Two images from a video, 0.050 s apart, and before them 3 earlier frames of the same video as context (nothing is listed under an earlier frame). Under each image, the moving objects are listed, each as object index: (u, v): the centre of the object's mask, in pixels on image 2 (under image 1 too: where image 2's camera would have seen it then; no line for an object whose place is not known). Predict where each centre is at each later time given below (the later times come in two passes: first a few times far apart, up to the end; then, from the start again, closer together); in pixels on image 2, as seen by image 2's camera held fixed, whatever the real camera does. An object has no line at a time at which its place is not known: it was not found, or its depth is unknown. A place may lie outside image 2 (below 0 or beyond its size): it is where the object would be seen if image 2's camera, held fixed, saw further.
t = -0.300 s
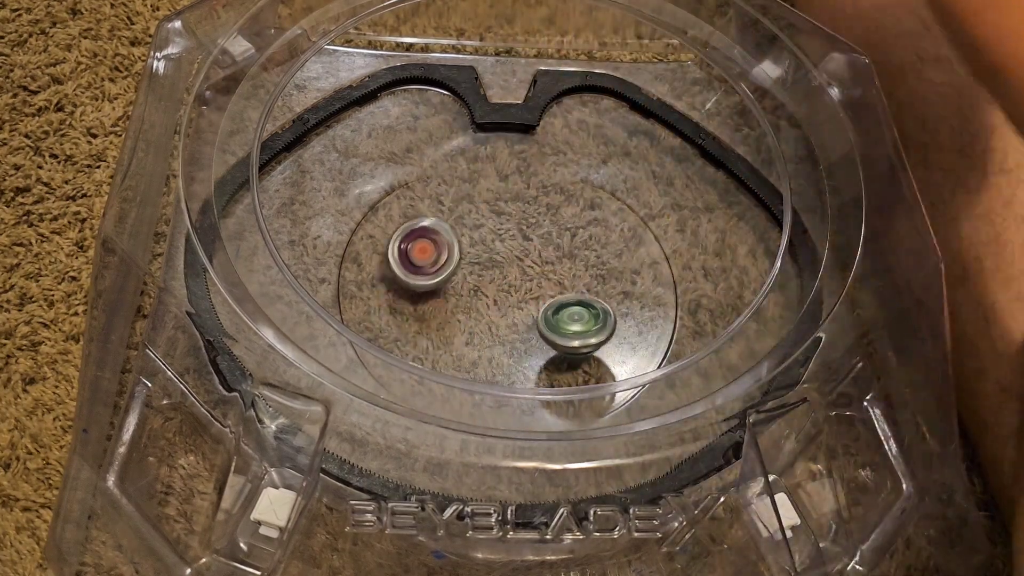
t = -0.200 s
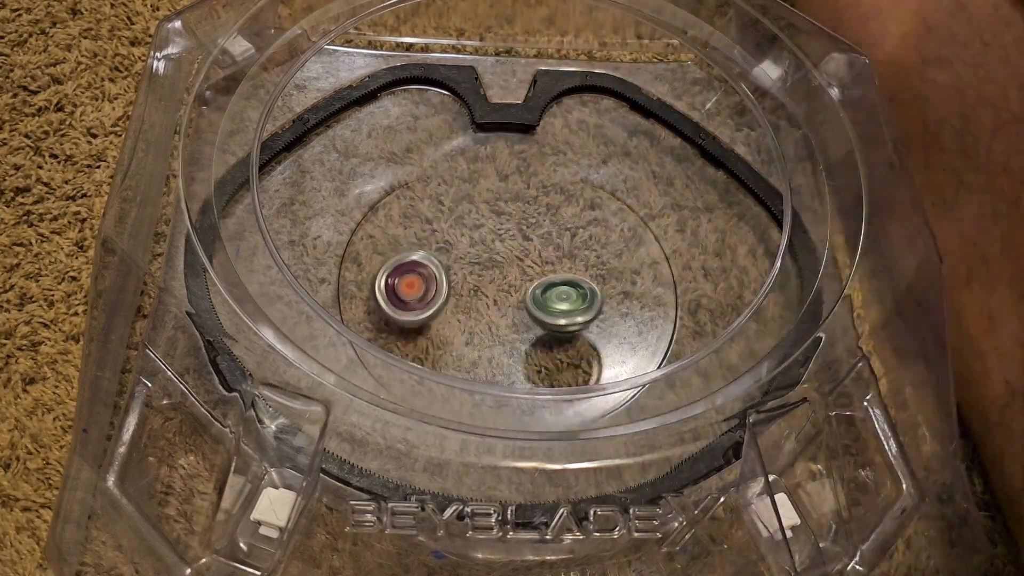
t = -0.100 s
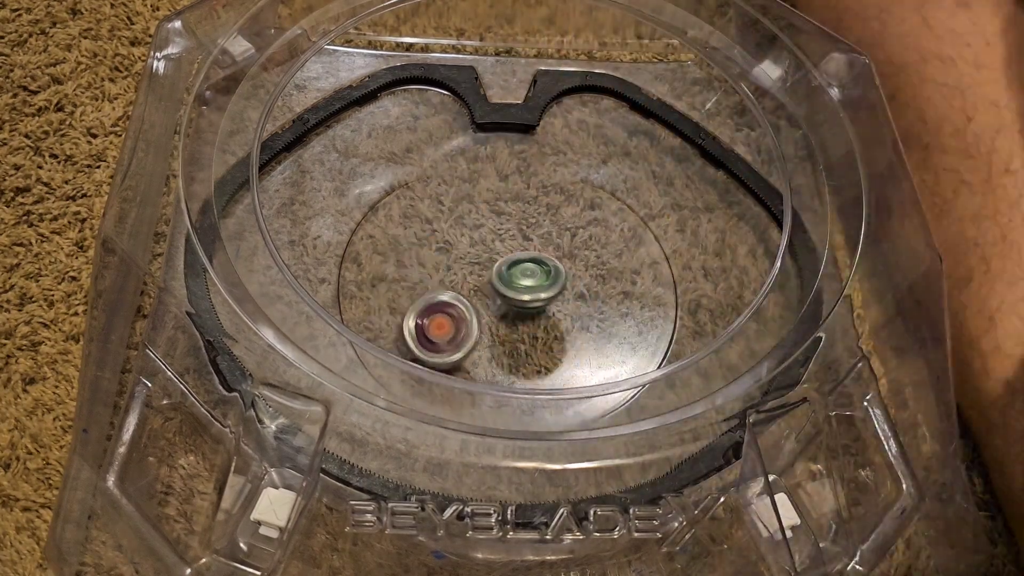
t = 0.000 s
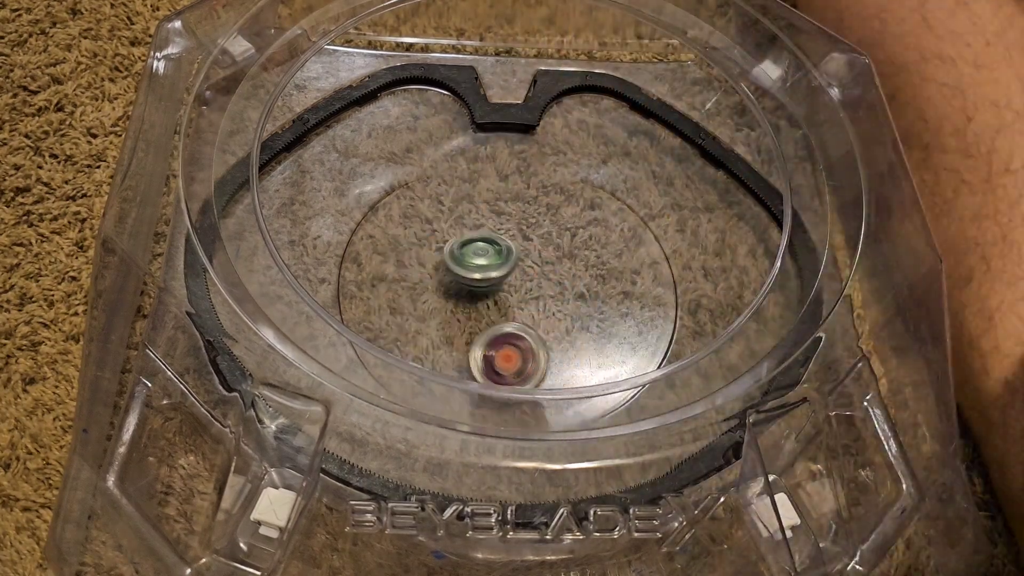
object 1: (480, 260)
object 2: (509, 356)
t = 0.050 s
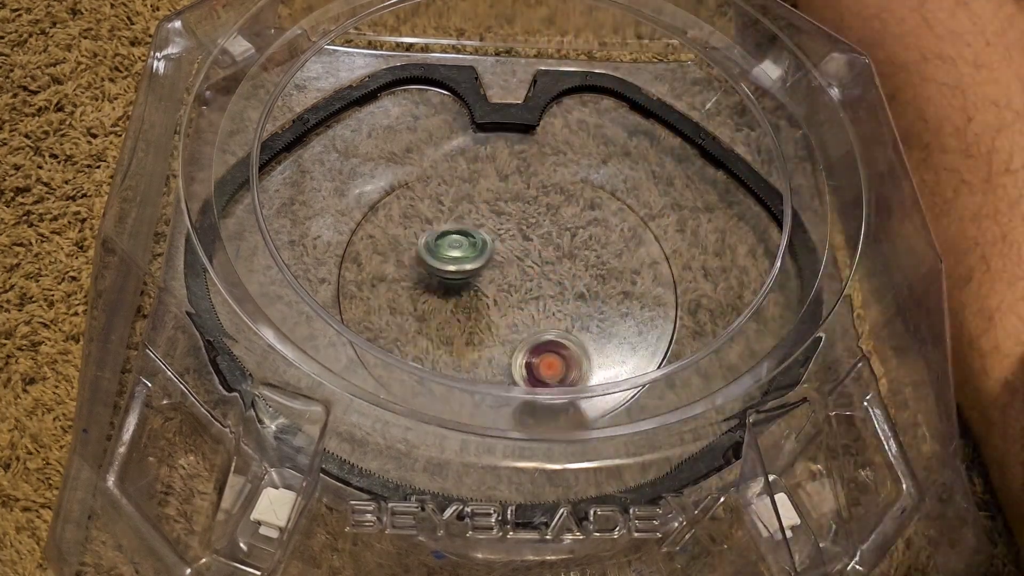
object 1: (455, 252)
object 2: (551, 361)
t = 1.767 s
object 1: (460, 346)
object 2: (554, 294)
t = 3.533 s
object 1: (510, 247)
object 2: (346, 258)
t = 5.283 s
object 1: (500, 179)
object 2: (602, 366)
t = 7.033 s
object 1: (639, 253)
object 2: (486, 404)
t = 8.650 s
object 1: (484, 351)
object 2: (693, 137)
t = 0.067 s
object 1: (447, 250)
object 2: (565, 362)
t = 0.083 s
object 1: (439, 248)
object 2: (580, 362)
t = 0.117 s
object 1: (424, 247)
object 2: (609, 358)
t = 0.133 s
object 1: (417, 246)
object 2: (623, 356)
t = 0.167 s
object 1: (405, 245)
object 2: (648, 347)
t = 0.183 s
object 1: (399, 246)
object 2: (658, 340)
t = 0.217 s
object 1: (390, 249)
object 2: (674, 332)
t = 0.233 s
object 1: (387, 251)
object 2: (683, 325)
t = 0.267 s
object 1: (381, 256)
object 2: (697, 316)
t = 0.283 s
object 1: (379, 260)
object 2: (706, 308)
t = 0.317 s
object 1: (378, 267)
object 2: (719, 298)
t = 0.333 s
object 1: (379, 272)
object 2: (726, 292)
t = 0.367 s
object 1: (381, 281)
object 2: (739, 280)
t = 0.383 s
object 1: (384, 286)
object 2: (750, 278)
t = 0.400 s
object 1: (388, 292)
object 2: (758, 273)
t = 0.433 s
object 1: (396, 302)
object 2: (774, 265)
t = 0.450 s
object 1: (402, 309)
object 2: (781, 262)
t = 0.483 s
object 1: (413, 321)
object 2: (791, 254)
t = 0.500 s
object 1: (421, 325)
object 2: (789, 247)
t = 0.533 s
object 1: (436, 336)
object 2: (776, 239)
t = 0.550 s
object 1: (443, 339)
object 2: (770, 233)
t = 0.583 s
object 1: (458, 346)
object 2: (756, 224)
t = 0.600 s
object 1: (467, 348)
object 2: (751, 221)
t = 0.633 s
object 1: (482, 352)
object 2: (742, 214)
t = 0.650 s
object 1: (490, 352)
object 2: (735, 211)
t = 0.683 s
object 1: (504, 352)
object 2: (724, 208)
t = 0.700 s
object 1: (510, 350)
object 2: (718, 206)
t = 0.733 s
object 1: (521, 344)
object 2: (706, 206)
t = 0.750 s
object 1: (528, 339)
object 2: (701, 206)
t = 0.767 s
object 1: (532, 336)
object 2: (696, 207)
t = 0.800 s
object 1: (540, 324)
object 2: (685, 210)
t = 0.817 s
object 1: (542, 319)
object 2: (681, 212)
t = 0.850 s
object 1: (546, 305)
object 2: (671, 218)
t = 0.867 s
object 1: (547, 298)
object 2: (666, 221)
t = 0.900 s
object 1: (548, 282)
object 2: (654, 231)
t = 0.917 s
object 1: (548, 273)
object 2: (648, 238)
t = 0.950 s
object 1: (544, 257)
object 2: (634, 250)
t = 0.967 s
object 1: (541, 250)
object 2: (626, 257)
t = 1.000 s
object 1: (534, 234)
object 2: (609, 272)
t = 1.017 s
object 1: (531, 227)
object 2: (601, 279)
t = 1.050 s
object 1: (521, 212)
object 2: (582, 293)
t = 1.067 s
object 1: (517, 205)
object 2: (573, 301)
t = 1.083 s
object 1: (511, 199)
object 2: (563, 309)
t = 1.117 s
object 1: (500, 187)
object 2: (545, 323)
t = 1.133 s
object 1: (494, 182)
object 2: (535, 330)
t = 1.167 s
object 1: (481, 174)
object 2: (517, 344)
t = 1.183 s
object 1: (475, 172)
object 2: (507, 350)
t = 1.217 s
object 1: (462, 168)
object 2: (492, 356)
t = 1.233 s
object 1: (456, 168)
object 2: (486, 359)
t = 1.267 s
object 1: (443, 169)
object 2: (474, 362)
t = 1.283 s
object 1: (437, 170)
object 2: (467, 371)
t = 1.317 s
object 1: (423, 175)
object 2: (457, 376)
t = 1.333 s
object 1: (417, 179)
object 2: (453, 379)
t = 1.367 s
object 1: (406, 189)
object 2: (450, 379)
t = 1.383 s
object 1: (400, 195)
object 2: (449, 378)
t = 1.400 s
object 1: (395, 201)
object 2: (449, 379)
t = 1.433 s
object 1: (388, 217)
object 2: (450, 378)
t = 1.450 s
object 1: (384, 225)
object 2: (451, 379)
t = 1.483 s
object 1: (379, 243)
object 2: (458, 376)
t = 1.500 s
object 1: (377, 253)
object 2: (462, 372)
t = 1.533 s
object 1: (376, 271)
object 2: (472, 360)
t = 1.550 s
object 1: (377, 281)
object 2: (477, 359)
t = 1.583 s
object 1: (380, 299)
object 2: (487, 355)
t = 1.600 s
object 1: (383, 308)
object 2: (492, 351)
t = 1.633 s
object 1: (392, 321)
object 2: (505, 341)
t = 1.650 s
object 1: (398, 326)
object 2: (512, 336)
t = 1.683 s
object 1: (413, 335)
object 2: (524, 324)
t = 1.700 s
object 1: (420, 339)
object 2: (531, 318)
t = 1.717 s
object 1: (429, 342)
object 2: (537, 312)
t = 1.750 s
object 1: (449, 346)
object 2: (549, 300)
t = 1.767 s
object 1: (460, 346)
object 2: (554, 294)
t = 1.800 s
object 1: (484, 344)
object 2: (562, 283)
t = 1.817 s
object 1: (496, 340)
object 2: (566, 277)
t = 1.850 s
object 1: (520, 330)
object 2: (571, 268)
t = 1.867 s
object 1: (532, 324)
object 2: (573, 262)
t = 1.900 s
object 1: (551, 312)
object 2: (576, 252)
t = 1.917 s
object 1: (554, 317)
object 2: (579, 239)
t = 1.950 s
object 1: (560, 323)
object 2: (592, 209)
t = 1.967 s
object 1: (562, 325)
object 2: (595, 196)
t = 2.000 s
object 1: (566, 327)
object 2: (600, 173)
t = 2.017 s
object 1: (567, 327)
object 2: (600, 161)
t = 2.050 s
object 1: (568, 324)
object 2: (598, 146)
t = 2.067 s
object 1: (569, 322)
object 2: (594, 140)
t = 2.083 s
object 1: (569, 319)
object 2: (591, 133)
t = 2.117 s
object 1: (567, 312)
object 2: (582, 122)
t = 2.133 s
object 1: (567, 306)
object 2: (577, 120)
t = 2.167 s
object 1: (564, 296)
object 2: (566, 115)
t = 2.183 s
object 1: (562, 289)
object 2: (560, 114)
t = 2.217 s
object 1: (557, 275)
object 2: (547, 113)
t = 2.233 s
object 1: (555, 268)
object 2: (540, 115)
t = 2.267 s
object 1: (548, 253)
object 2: (525, 120)
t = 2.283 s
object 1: (545, 246)
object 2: (517, 125)
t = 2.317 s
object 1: (537, 229)
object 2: (499, 137)
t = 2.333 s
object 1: (533, 221)
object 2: (490, 145)
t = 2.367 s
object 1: (524, 206)
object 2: (470, 163)
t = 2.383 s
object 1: (526, 207)
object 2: (453, 162)
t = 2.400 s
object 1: (529, 211)
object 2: (436, 163)
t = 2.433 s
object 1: (534, 218)
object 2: (401, 169)
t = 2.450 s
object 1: (535, 221)
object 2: (384, 172)
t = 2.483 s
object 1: (537, 229)
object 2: (359, 183)
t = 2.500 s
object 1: (538, 233)
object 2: (349, 190)
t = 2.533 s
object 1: (539, 241)
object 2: (326, 211)
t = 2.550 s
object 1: (539, 245)
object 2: (314, 222)
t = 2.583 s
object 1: (539, 252)
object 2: (298, 242)
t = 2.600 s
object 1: (538, 255)
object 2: (279, 253)
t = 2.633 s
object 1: (537, 261)
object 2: (249, 278)
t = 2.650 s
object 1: (536, 264)
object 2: (237, 291)
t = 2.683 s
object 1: (536, 268)
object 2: (247, 312)
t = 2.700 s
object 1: (535, 270)
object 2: (290, 320)
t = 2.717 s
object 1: (534, 272)
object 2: (319, 337)
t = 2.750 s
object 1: (533, 274)
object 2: (381, 366)
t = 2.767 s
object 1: (532, 275)
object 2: (412, 386)
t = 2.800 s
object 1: (531, 276)
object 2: (479, 404)
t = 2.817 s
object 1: (530, 276)
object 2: (515, 423)
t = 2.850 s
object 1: (529, 277)
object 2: (577, 441)
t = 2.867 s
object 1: (529, 276)
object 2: (610, 450)
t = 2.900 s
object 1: (529, 274)
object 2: (658, 433)
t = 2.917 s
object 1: (529, 273)
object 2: (676, 421)
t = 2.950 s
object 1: (530, 270)
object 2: (715, 390)
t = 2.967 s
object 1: (531, 269)
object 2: (730, 374)
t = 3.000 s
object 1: (534, 265)
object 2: (758, 345)
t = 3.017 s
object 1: (535, 263)
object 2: (760, 324)
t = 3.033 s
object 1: (537, 261)
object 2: (768, 310)
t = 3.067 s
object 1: (540, 256)
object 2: (782, 279)
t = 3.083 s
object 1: (542, 253)
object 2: (786, 265)
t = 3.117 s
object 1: (545, 248)
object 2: (792, 237)
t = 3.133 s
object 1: (547, 245)
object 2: (793, 223)
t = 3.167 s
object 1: (549, 240)
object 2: (771, 195)
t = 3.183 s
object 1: (549, 238)
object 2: (754, 182)
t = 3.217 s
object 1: (551, 232)
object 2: (724, 156)
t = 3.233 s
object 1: (550, 230)
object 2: (707, 144)
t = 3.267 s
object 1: (549, 227)
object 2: (672, 121)
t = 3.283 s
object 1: (547, 226)
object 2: (653, 110)
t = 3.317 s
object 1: (544, 224)
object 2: (617, 91)
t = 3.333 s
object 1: (542, 223)
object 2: (598, 80)
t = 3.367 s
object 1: (536, 224)
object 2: (557, 76)
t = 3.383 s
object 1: (533, 224)
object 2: (539, 86)
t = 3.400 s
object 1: (530, 225)
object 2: (519, 99)
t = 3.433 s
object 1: (523, 229)
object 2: (475, 133)
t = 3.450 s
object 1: (520, 232)
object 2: (453, 156)
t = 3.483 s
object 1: (515, 237)
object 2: (408, 204)
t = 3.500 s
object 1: (513, 240)
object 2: (387, 217)
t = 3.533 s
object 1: (510, 247)
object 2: (346, 258)
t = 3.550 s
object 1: (508, 251)
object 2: (338, 275)
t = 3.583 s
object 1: (507, 261)
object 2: (326, 311)
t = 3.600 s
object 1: (507, 264)
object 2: (327, 335)
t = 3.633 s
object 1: (508, 274)
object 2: (303, 397)
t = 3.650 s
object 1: (510, 277)
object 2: (318, 400)
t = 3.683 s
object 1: (513, 286)
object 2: (362, 406)
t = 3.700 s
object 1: (516, 291)
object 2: (378, 412)
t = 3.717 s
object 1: (519, 295)
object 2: (399, 422)
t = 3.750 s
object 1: (526, 300)
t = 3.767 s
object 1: (529, 304)
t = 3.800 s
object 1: (537, 308)
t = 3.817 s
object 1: (542, 310)
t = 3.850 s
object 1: (551, 310)
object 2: (548, 406)
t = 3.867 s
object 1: (555, 310)
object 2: (565, 402)
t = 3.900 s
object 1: (565, 309)
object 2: (590, 385)
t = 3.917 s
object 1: (569, 308)
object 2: (598, 368)
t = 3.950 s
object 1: (576, 300)
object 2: (623, 355)
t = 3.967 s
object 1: (576, 291)
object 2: (638, 347)
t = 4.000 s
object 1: (575, 274)
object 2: (663, 333)
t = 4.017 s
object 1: (575, 264)
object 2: (672, 324)
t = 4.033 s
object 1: (574, 255)
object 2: (677, 311)
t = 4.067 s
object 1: (572, 238)
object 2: (678, 287)
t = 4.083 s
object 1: (570, 230)
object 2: (676, 275)
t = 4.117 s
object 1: (564, 214)
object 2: (667, 249)
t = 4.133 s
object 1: (560, 208)
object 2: (661, 236)
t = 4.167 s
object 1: (551, 198)
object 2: (645, 209)
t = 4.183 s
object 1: (545, 194)
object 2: (636, 197)
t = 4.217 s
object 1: (531, 189)
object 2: (614, 172)
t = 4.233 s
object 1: (524, 188)
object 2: (601, 161)
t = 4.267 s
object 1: (510, 188)
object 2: (573, 141)
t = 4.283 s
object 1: (502, 189)
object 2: (557, 130)
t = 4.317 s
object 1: (487, 194)
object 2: (526, 112)
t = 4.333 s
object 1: (479, 198)
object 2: (511, 107)
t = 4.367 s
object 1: (466, 208)
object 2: (477, 124)
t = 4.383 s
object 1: (460, 214)
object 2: (460, 136)
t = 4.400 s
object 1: (454, 221)
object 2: (443, 143)
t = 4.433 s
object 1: (444, 237)
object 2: (407, 166)
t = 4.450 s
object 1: (441, 246)
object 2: (391, 179)
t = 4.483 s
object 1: (436, 264)
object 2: (362, 208)
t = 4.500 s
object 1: (435, 274)
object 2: (353, 226)
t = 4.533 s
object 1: (437, 292)
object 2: (345, 265)
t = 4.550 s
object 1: (439, 302)
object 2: (344, 286)
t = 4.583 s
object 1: (447, 320)
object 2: (343, 326)
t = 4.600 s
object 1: (453, 328)
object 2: (344, 344)
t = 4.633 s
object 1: (467, 344)
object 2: (351, 382)
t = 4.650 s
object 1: (476, 350)
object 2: (354, 400)
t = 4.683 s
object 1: (496, 358)
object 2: (362, 440)
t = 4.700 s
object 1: (507, 361)
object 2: (386, 447)
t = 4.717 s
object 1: (517, 363)
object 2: (422, 454)
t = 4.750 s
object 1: (540, 364)
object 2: (502, 445)
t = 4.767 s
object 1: (551, 364)
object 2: (538, 441)
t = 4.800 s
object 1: (574, 362)
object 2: (596, 433)
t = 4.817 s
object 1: (585, 359)
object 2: (631, 427)
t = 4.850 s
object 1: (605, 350)
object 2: (694, 406)
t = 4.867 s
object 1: (615, 343)
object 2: (719, 394)
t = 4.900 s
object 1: (630, 327)
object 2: (769, 365)
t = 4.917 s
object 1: (635, 318)
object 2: (785, 339)
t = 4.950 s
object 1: (643, 299)
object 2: (805, 272)
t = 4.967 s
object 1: (646, 289)
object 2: (796, 231)
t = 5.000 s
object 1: (646, 270)
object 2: (714, 140)
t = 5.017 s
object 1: (644, 260)
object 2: (653, 99)
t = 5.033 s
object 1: (641, 251)
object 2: (598, 72)
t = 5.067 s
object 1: (633, 233)
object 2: (525, 119)
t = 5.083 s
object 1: (627, 224)
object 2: (489, 153)
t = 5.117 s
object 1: (612, 209)
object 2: (416, 231)
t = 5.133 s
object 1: (604, 203)
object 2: (382, 261)
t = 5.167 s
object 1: (585, 193)
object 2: (319, 319)
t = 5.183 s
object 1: (574, 189)
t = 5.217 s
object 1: (550, 182)
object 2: (375, 377)
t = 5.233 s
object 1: (537, 180)
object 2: (431, 379)
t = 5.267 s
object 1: (513, 177)
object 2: (545, 373)
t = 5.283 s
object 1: (500, 179)
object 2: (602, 366)
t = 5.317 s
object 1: (476, 183)
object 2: (699, 336)
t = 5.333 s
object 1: (463, 186)
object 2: (747, 317)
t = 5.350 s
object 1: (451, 191)
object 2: (788, 300)
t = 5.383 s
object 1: (430, 201)
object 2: (847, 259)
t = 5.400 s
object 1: (419, 209)
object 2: (826, 238)
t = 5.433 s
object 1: (403, 224)
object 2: (759, 207)
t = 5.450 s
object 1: (396, 234)
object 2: (737, 198)
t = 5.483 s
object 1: (386, 254)
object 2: (685, 164)
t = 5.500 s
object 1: (384, 264)
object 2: (662, 145)
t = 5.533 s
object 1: (383, 286)
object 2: (616, 117)
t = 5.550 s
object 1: (386, 296)
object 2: (593, 101)
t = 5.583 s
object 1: (395, 319)
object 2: (566, 80)
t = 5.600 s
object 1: (403, 327)
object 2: (568, 78)
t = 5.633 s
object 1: (421, 343)
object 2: (576, 85)
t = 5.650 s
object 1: (433, 350)
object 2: (578, 93)
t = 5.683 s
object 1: (456, 367)
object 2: (583, 118)
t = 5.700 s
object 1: (471, 373)
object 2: (583, 134)
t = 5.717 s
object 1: (485, 378)
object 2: (585, 158)
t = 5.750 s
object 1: (514, 382)
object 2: (587, 173)
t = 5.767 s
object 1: (530, 383)
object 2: (587, 183)
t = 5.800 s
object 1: (558, 379)
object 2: (585, 213)
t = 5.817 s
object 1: (573, 370)
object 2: (583, 234)
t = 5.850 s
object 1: (599, 361)
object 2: (580, 262)
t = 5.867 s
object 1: (611, 356)
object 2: (577, 276)
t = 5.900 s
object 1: (632, 342)
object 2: (571, 299)
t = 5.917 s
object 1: (640, 332)
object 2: (568, 312)
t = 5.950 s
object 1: (651, 312)
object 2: (561, 333)
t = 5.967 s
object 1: (654, 300)
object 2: (557, 344)
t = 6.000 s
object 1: (656, 279)
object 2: (548, 360)
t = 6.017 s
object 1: (655, 269)
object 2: (543, 365)
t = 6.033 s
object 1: (652, 259)
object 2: (539, 367)
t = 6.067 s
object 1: (644, 239)
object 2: (530, 385)
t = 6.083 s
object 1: (638, 229)
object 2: (526, 390)
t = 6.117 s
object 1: (622, 212)
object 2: (520, 393)
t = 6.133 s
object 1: (613, 206)
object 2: (516, 393)
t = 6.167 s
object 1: (592, 192)
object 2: (512, 393)
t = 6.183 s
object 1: (580, 187)
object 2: (509, 389)
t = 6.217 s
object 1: (554, 179)
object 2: (507, 381)
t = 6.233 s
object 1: (541, 176)
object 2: (507, 367)
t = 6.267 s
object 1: (513, 171)
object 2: (508, 360)
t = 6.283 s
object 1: (500, 170)
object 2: (510, 355)
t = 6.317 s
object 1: (472, 172)
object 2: (515, 339)
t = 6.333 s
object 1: (459, 175)
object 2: (517, 330)
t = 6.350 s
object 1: (446, 180)
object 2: (521, 320)
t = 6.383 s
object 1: (421, 189)
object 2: (528, 299)
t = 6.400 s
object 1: (411, 194)
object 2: (534, 287)
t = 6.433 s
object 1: (391, 210)
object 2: (543, 262)
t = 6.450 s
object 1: (384, 219)
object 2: (547, 250)
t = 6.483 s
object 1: (373, 238)
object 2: (554, 225)
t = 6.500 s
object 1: (370, 250)
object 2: (557, 212)
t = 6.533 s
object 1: (368, 271)
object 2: (560, 187)
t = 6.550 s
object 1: (370, 282)
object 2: (559, 174)
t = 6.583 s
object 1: (378, 306)
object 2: (557, 152)
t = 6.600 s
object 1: (385, 315)
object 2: (555, 141)
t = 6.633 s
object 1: (405, 333)
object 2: (548, 123)
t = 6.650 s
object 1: (417, 341)
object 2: (544, 115)
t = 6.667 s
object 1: (429, 347)
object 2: (537, 124)
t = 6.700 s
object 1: (456, 359)
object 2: (522, 156)
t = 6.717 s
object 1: (471, 363)
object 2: (515, 173)
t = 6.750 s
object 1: (503, 368)
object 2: (499, 207)
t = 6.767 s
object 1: (517, 369)
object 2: (490, 225)
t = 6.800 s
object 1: (549, 368)
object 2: (477, 258)
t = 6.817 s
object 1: (563, 366)
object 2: (471, 273)
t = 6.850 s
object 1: (589, 358)
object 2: (462, 305)
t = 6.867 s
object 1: (602, 352)
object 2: (458, 319)
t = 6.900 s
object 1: (622, 336)
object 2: (455, 345)
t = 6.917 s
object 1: (629, 326)
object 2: (455, 358)
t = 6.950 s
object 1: (640, 305)
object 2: (455, 384)
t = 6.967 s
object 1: (643, 295)
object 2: (458, 393)
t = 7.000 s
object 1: (644, 274)
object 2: (468, 408)
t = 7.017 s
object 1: (642, 264)
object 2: (477, 403)
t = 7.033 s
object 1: (639, 253)
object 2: (486, 404)
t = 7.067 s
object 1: (629, 234)
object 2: (505, 407)
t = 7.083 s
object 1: (623, 226)
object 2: (516, 404)
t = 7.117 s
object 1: (607, 209)
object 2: (538, 402)
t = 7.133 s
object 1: (597, 201)
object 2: (550, 392)
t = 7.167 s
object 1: (576, 188)
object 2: (574, 384)
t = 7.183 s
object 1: (564, 183)
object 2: (585, 375)
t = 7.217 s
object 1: (539, 174)
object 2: (607, 357)
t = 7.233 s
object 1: (526, 172)
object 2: (620, 350)
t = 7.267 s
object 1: (500, 169)
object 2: (641, 331)
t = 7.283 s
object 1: (487, 169)
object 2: (651, 318)
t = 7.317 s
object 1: (463, 173)
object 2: (669, 294)
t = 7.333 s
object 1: (451, 176)
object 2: (677, 282)
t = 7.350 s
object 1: (440, 181)
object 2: (678, 266)
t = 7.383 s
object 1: (418, 191)
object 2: (677, 240)
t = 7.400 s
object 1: (409, 198)
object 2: (676, 229)
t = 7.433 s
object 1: (395, 215)
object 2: (675, 206)
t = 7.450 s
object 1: (390, 223)
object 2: (676, 195)
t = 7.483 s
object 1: (383, 244)
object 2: (677, 176)
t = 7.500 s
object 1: (382, 255)
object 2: (678, 167)
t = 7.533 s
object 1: (386, 277)
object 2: (681, 153)
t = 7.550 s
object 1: (389, 288)
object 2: (682, 146)
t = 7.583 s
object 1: (402, 310)
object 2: (684, 135)
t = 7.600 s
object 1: (409, 319)
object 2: (684, 131)
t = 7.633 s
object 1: (431, 337)
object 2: (684, 122)
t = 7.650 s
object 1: (443, 344)
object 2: (680, 118)
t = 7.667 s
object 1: (456, 350)
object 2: (670, 118)
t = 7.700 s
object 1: (484, 359)
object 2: (652, 117)
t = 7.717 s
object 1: (497, 362)
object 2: (644, 116)
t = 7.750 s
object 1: (527, 364)
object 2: (628, 116)
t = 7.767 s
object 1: (541, 364)
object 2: (621, 116)
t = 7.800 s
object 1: (569, 360)
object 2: (605, 116)
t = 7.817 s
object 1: (581, 355)
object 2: (596, 117)
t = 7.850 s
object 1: (603, 344)
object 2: (577, 122)
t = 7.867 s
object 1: (614, 337)
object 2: (569, 126)
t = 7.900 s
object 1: (628, 320)
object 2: (548, 136)
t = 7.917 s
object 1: (633, 310)
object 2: (538, 143)
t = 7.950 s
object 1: (640, 292)
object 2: (514, 160)
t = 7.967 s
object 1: (641, 283)
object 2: (502, 169)
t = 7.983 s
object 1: (640, 273)
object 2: (490, 181)
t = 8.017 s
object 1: (635, 255)
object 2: (464, 206)
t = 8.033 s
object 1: (631, 247)
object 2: (454, 219)
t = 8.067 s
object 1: (619, 230)
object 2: (434, 250)
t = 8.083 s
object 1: (611, 222)
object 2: (427, 264)
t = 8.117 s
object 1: (593, 209)
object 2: (415, 295)
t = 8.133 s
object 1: (584, 203)
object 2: (412, 311)
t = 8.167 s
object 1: (562, 194)
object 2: (412, 337)
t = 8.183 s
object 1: (550, 190)
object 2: (409, 357)
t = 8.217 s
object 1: (526, 185)
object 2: (418, 384)
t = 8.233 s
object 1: (514, 184)
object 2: (428, 389)
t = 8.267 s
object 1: (490, 184)
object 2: (456, 402)
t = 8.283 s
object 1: (478, 186)
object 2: (463, 422)
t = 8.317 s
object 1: (457, 192)
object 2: (491, 434)
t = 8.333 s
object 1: (448, 197)
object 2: (506, 443)
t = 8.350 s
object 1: (439, 201)
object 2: (523, 450)
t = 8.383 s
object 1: (424, 215)
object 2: (557, 466)
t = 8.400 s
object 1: (418, 221)
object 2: (577, 476)
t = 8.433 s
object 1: (411, 239)
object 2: (629, 461)
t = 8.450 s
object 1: (409, 249)
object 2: (657, 440)
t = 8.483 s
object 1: (409, 268)
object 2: (702, 406)
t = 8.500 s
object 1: (411, 278)
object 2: (724, 392)
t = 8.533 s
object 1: (419, 298)
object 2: (766, 357)
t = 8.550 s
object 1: (425, 307)
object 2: (775, 328)
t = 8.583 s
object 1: (441, 325)
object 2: (794, 271)
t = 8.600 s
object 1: (451, 333)
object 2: (784, 237)
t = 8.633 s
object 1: (472, 346)
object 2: (732, 164)
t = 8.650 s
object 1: (484, 351)
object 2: (693, 137)
